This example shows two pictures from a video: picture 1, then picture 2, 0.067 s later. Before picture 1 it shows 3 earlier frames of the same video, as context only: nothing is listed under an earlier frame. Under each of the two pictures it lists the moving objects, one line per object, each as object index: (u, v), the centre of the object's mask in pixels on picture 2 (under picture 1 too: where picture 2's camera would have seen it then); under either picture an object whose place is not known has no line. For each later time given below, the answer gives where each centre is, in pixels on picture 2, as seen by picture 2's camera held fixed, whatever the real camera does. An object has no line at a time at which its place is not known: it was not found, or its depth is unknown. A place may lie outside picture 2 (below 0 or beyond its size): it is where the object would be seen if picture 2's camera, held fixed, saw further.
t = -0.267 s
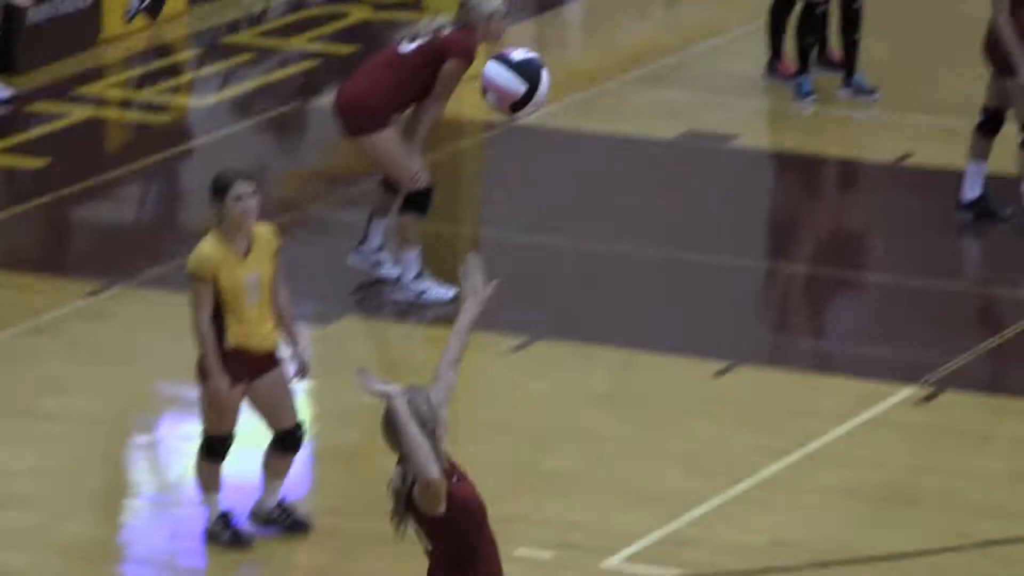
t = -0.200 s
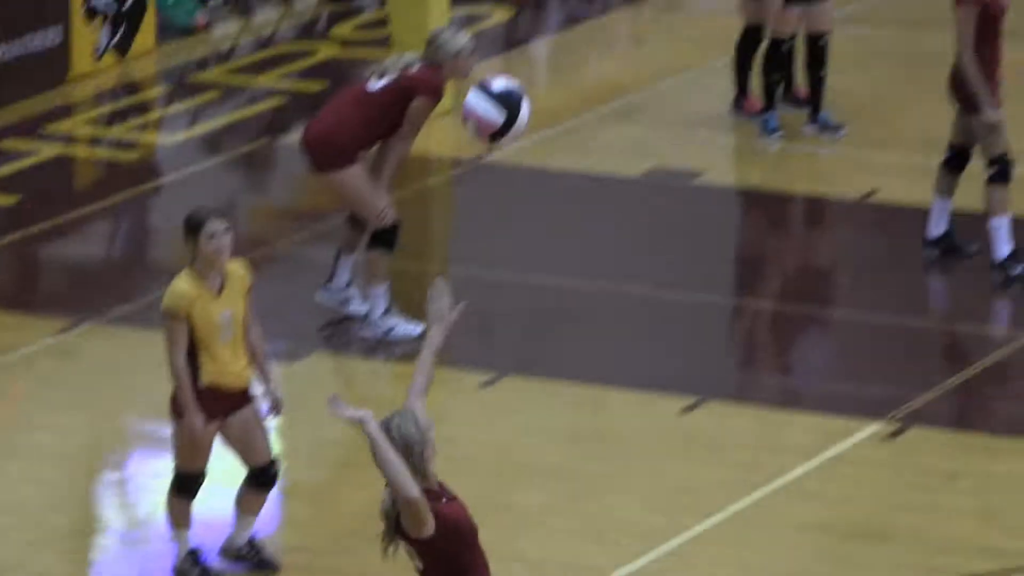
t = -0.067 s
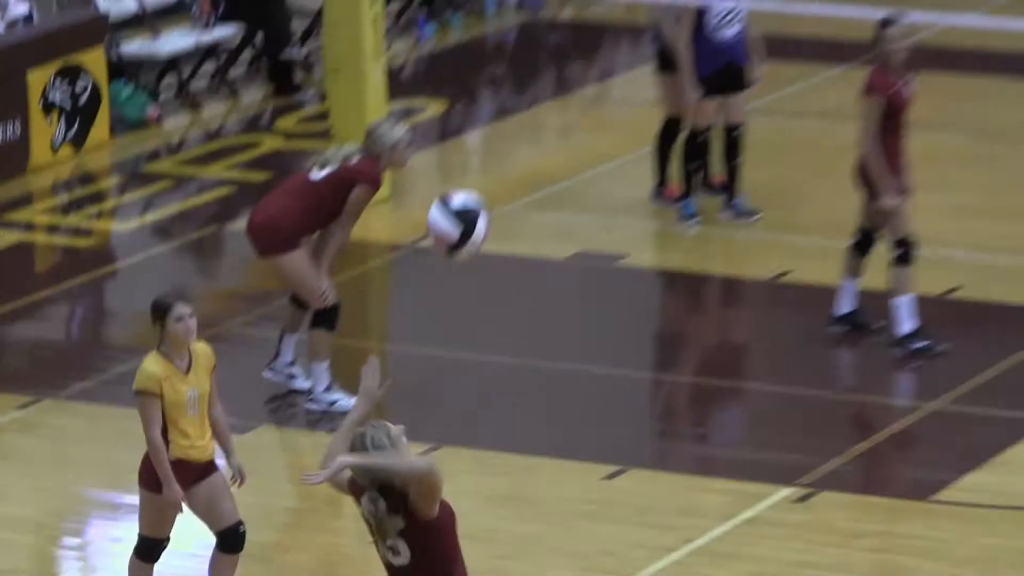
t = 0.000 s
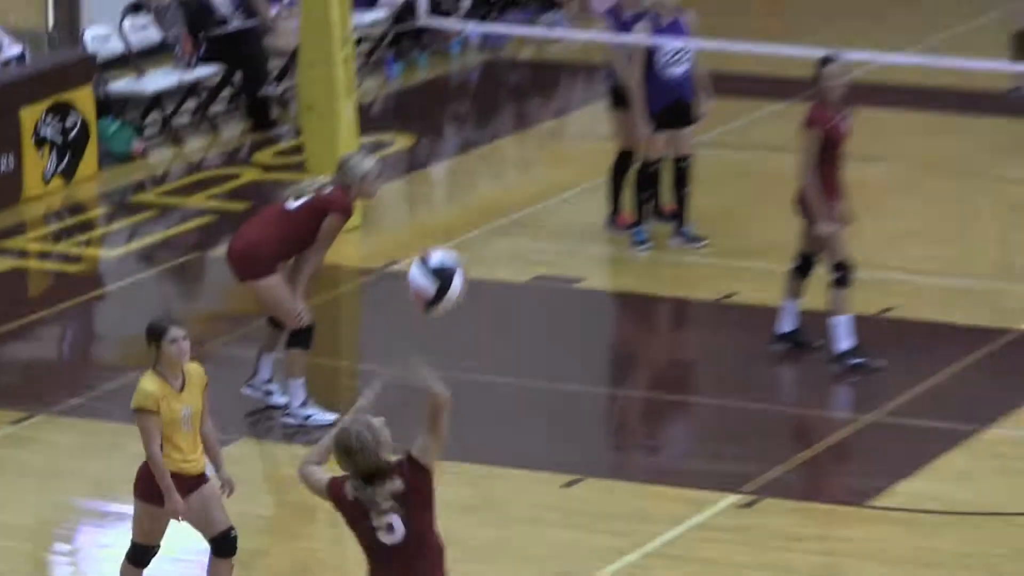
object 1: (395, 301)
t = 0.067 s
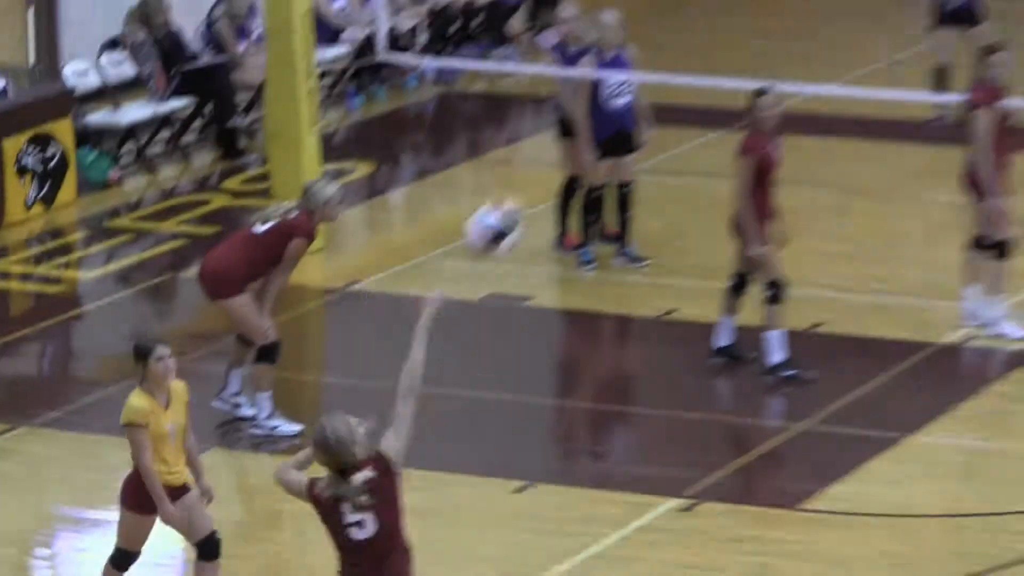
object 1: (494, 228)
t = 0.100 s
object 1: (567, 172)
